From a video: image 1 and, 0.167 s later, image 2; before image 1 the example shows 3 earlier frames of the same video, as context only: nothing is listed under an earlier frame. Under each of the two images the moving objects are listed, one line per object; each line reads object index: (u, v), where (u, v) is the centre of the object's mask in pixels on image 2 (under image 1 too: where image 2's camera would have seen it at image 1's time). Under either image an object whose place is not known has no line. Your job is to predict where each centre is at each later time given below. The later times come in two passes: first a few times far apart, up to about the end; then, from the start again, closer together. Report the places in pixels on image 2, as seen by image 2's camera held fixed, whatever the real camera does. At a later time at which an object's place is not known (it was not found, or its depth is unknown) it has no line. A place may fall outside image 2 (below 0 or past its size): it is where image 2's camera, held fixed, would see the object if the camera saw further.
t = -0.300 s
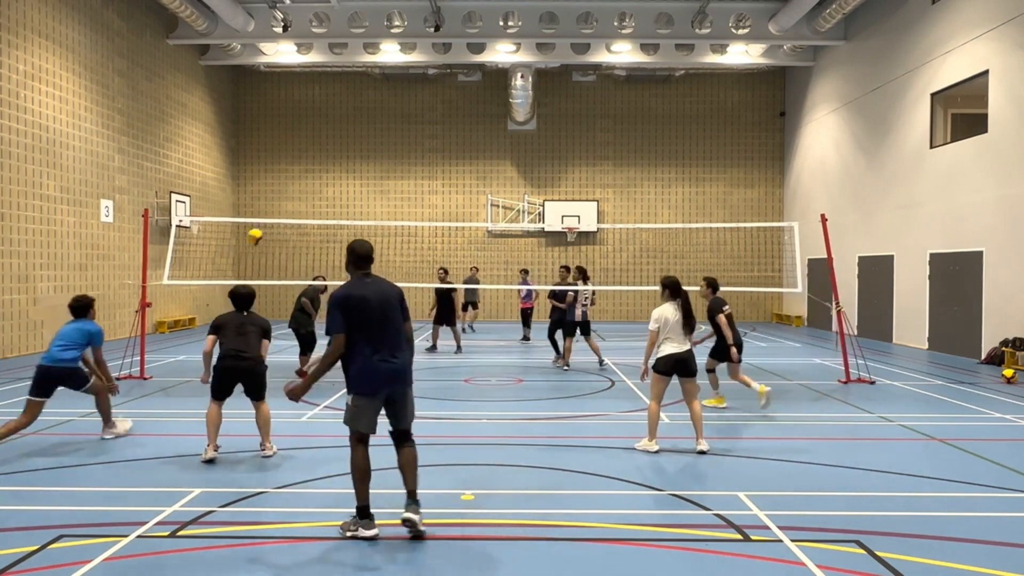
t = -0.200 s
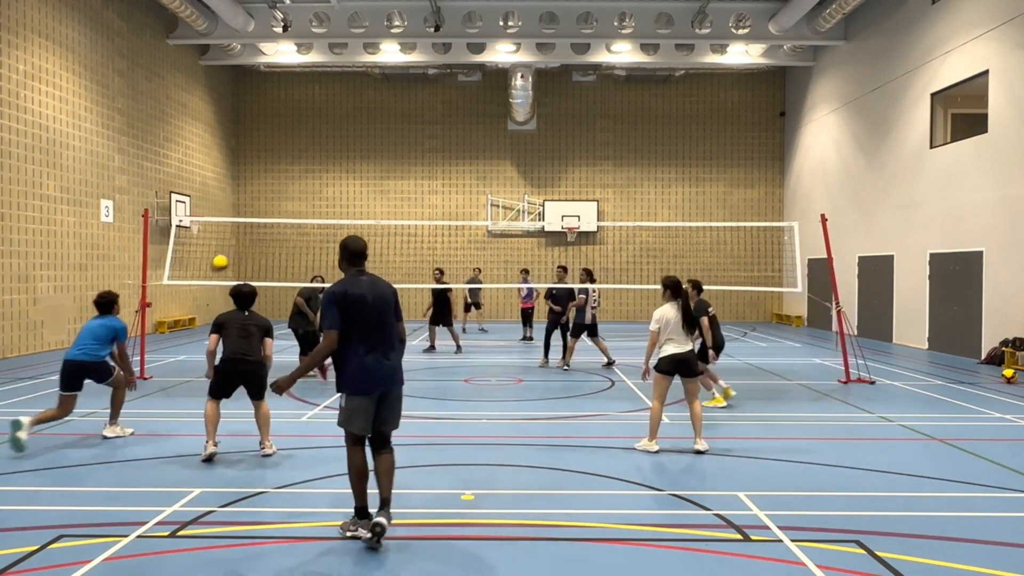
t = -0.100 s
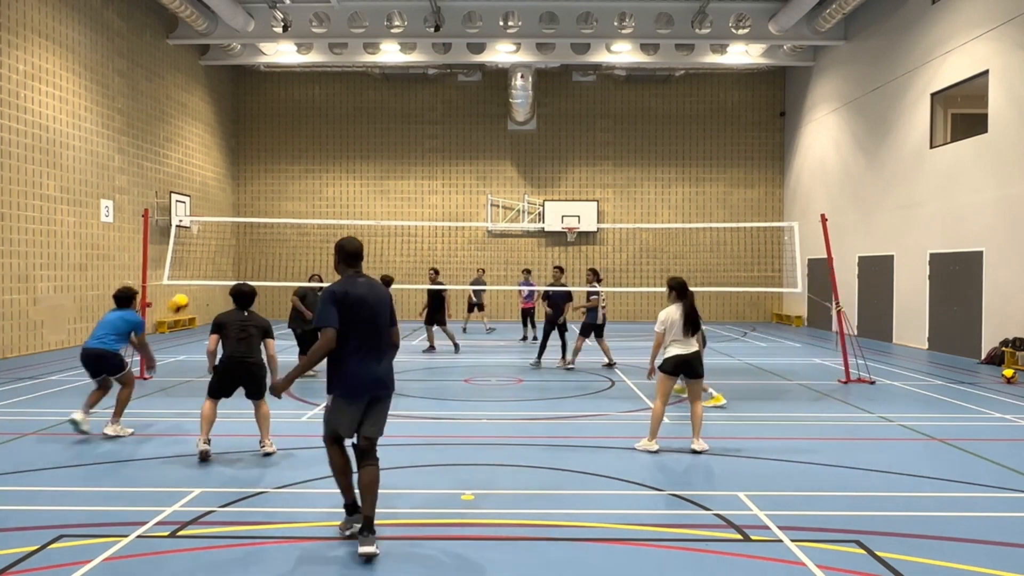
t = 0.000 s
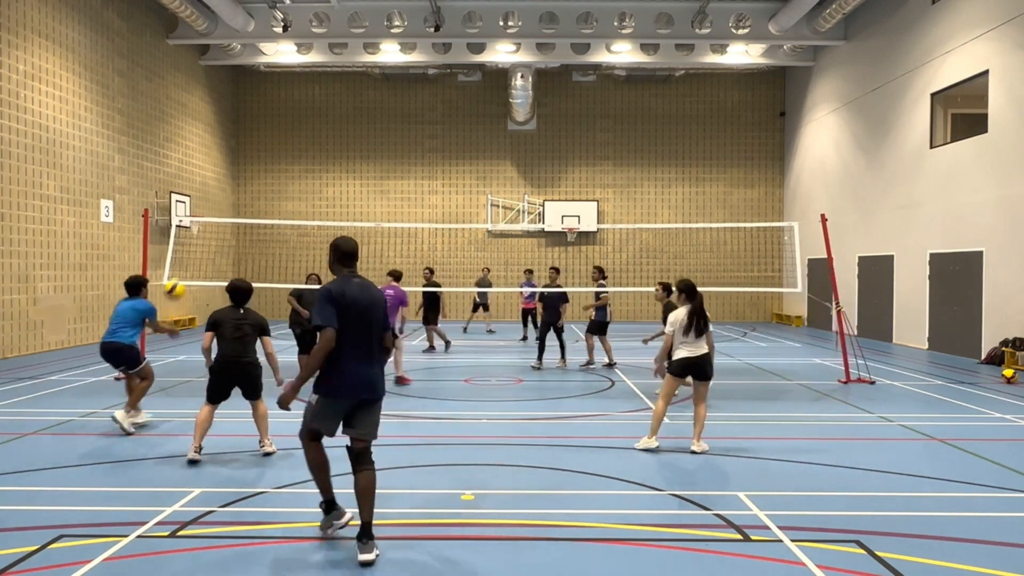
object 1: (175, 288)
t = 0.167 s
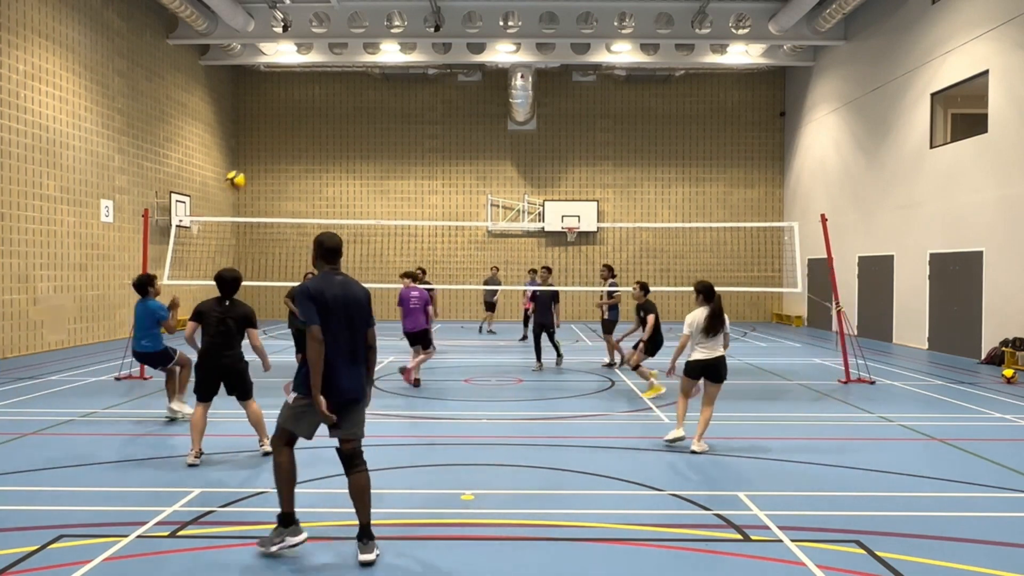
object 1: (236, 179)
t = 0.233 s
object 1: (256, 147)
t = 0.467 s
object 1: (324, 67)
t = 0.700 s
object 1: (384, 34)
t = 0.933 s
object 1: (436, 44)
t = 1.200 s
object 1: (489, 97)
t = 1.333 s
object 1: (514, 138)
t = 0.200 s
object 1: (246, 163)
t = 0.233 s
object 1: (256, 147)
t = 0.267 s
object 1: (267, 132)
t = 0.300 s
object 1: (277, 119)
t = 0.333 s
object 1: (287, 106)
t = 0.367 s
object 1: (297, 94)
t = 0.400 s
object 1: (306, 84)
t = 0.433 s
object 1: (315, 75)
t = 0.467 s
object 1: (324, 67)
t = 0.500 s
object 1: (333, 58)
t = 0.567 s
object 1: (350, 47)
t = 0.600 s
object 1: (359, 43)
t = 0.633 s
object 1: (367, 39)
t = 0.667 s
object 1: (375, 35)
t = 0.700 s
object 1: (384, 34)
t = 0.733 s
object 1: (392, 32)
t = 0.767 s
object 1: (399, 33)
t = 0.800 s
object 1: (407, 33)
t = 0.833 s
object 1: (414, 35)
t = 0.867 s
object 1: (421, 37)
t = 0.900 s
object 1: (429, 40)
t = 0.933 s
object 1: (436, 44)
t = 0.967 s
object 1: (443, 48)
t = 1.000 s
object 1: (450, 53)
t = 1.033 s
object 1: (457, 59)
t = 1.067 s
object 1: (464, 65)
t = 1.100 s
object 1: (471, 71)
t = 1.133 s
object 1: (477, 80)
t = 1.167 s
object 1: (483, 88)
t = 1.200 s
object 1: (489, 97)
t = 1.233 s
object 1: (496, 106)
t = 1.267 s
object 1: (501, 116)
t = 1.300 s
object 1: (508, 126)
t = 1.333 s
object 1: (514, 138)
